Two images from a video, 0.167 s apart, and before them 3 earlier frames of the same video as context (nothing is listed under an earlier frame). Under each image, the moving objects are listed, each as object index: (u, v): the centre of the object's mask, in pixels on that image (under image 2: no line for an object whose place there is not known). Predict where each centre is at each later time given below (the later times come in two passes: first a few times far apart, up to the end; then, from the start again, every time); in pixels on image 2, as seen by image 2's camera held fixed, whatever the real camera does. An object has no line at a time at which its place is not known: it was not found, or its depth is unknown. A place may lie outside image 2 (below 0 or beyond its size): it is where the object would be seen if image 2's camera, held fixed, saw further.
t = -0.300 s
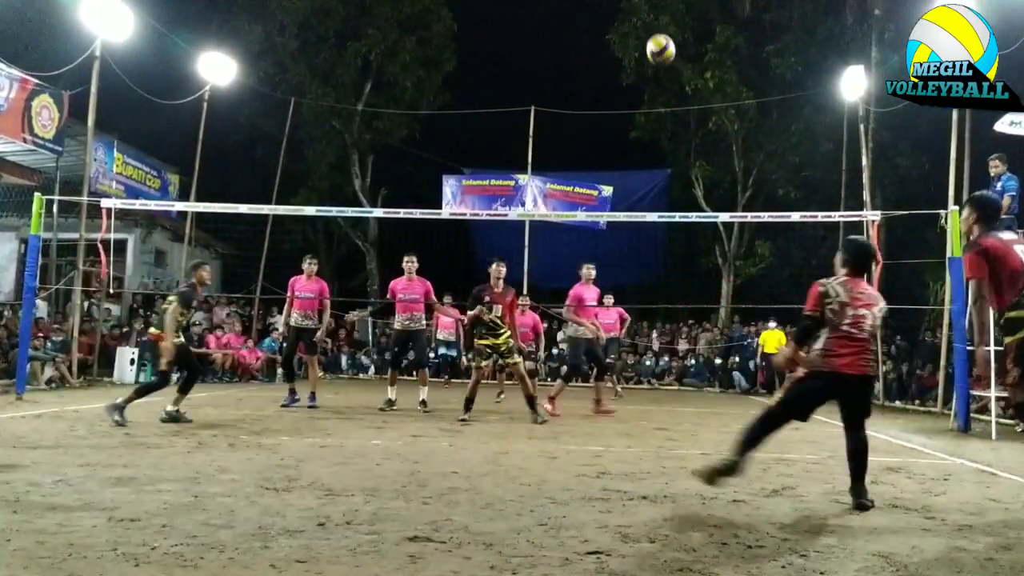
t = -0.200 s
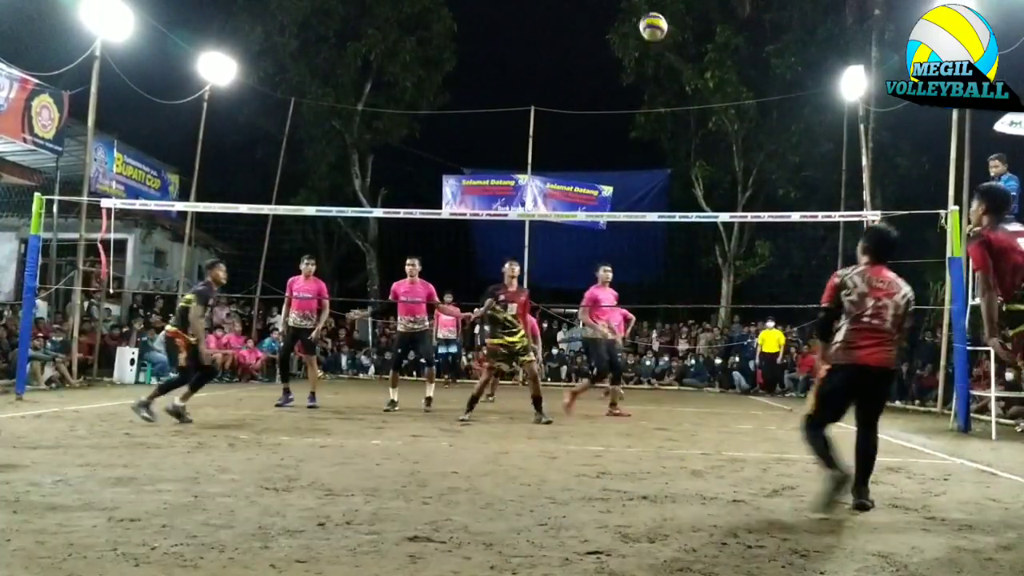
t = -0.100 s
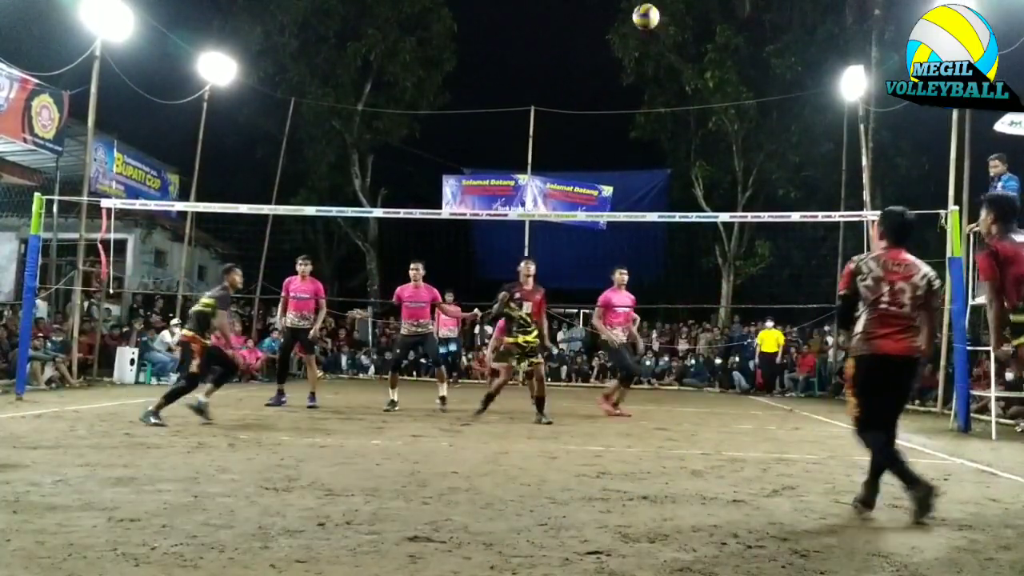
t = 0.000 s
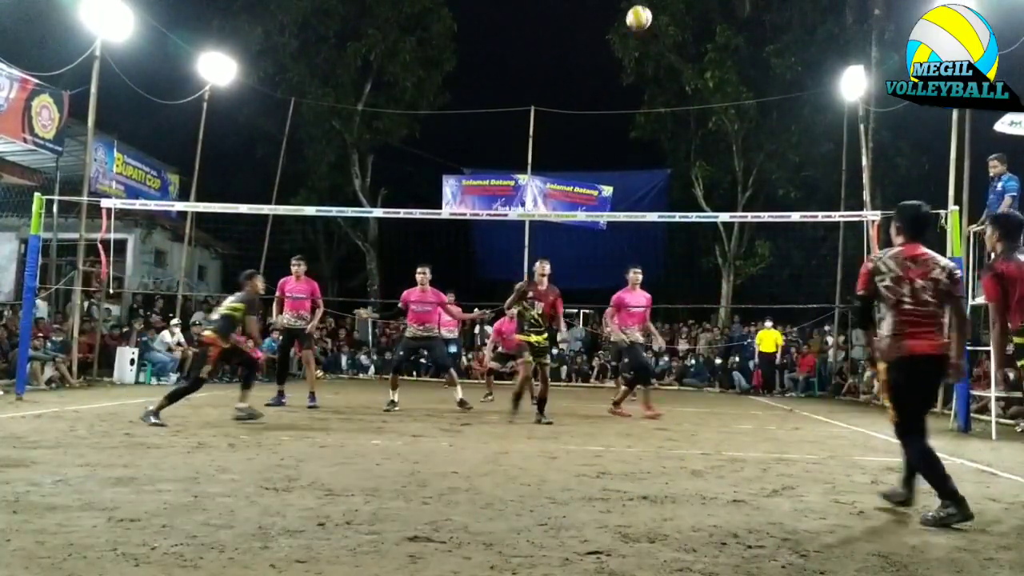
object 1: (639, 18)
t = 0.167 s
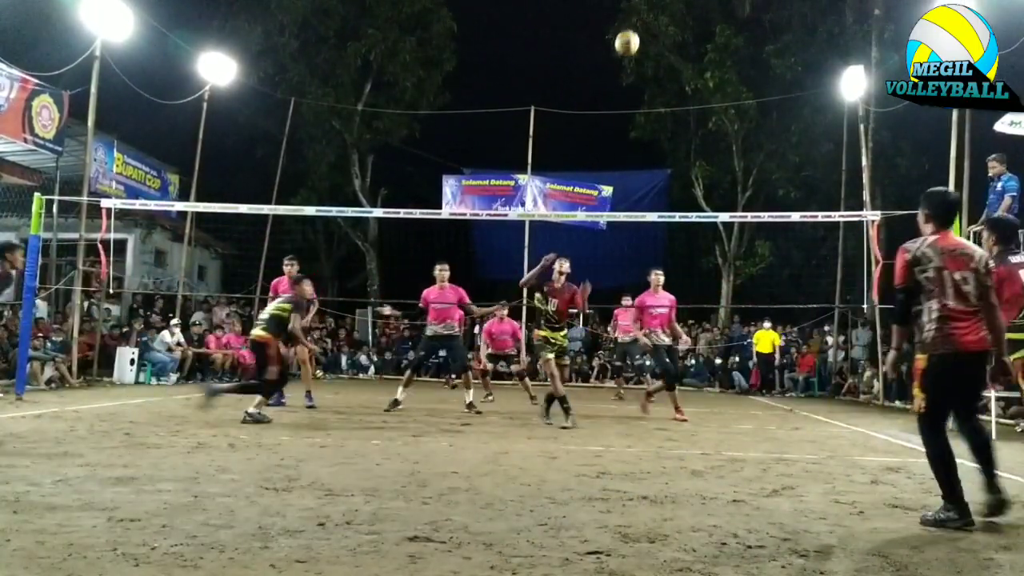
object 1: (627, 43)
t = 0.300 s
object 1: (618, 81)
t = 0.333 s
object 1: (615, 92)
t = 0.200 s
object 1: (625, 51)
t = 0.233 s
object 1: (622, 60)
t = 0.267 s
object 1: (620, 69)
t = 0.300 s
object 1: (618, 81)
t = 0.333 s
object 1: (615, 92)
